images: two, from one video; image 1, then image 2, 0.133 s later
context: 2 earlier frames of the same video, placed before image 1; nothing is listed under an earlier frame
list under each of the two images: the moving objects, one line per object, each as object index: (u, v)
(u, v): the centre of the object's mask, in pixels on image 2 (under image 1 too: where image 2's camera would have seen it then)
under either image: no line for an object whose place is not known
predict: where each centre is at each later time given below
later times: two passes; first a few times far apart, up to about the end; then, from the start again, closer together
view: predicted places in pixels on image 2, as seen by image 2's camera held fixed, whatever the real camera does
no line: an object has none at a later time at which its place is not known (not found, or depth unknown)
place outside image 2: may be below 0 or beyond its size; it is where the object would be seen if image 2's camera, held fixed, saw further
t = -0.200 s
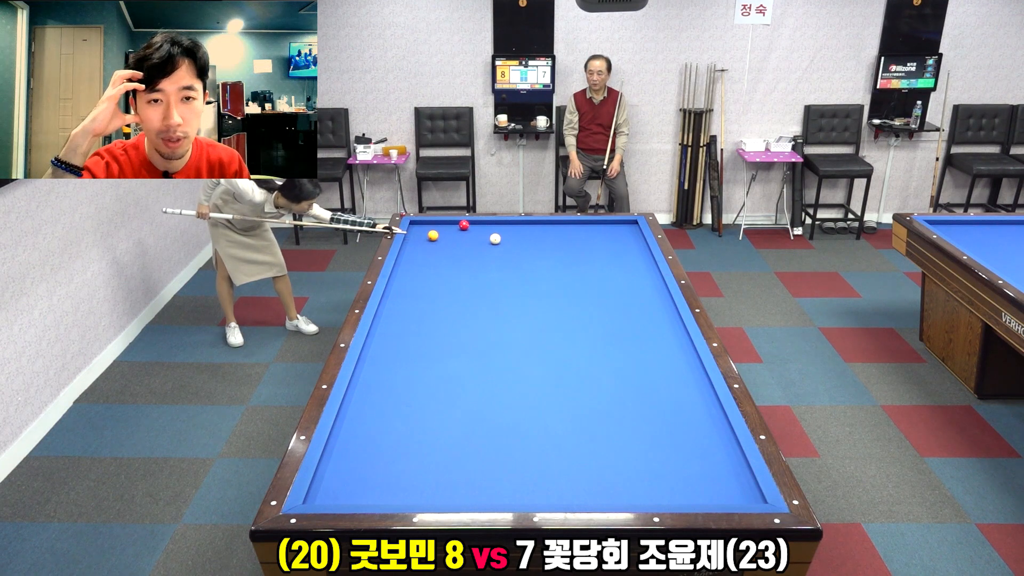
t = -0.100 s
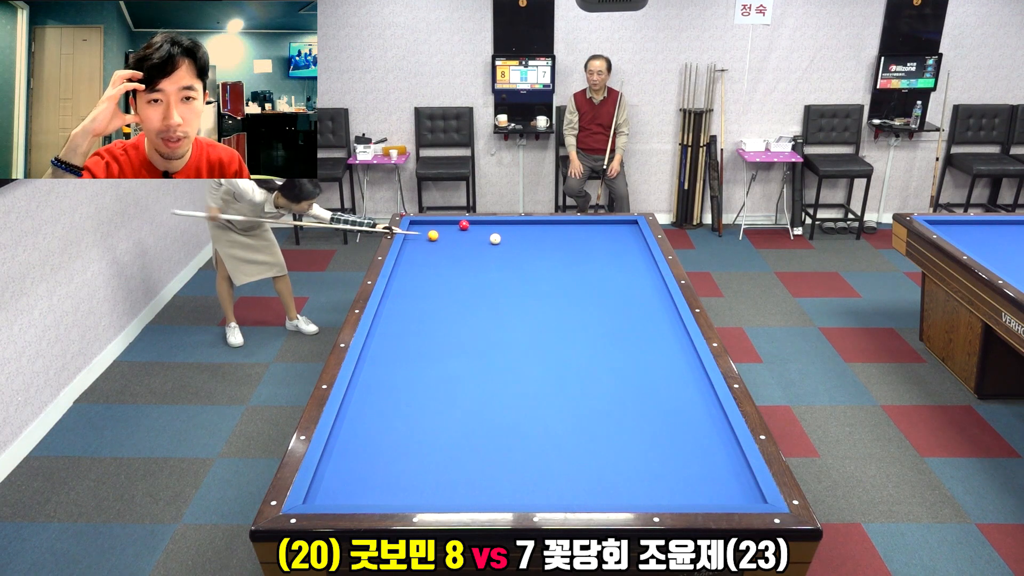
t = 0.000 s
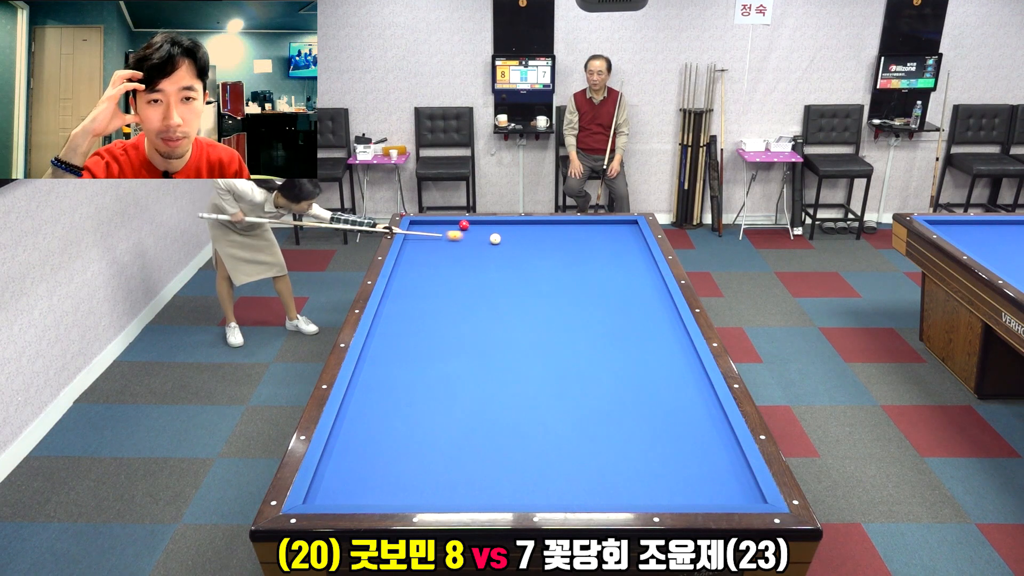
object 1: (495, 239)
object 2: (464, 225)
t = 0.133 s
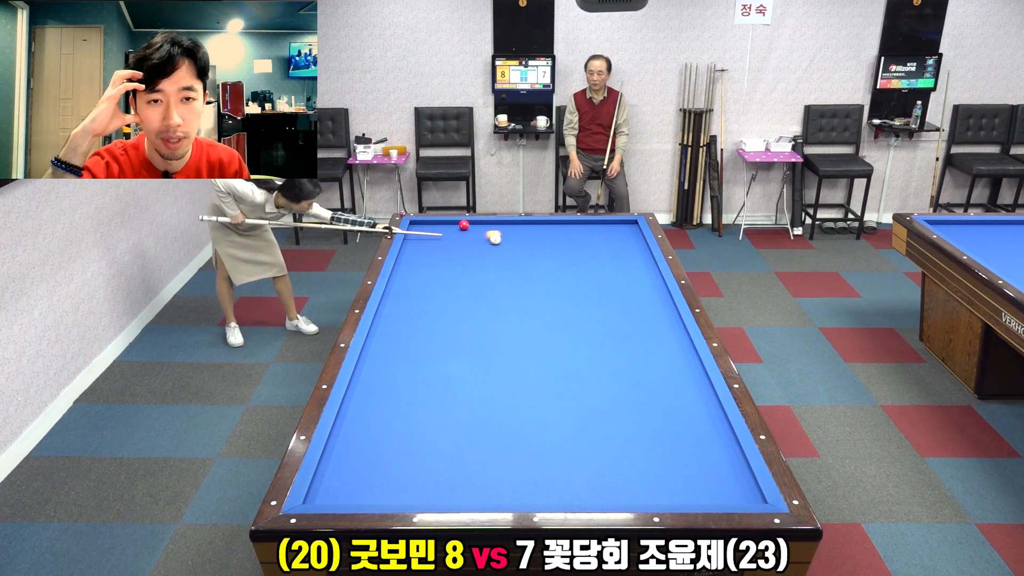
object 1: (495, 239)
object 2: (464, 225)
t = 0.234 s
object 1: (497, 241)
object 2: (464, 225)
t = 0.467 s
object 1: (501, 246)
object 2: (464, 225)
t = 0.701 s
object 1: (505, 251)
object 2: (464, 225)
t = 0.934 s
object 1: (508, 256)
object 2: (464, 225)
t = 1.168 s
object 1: (512, 261)
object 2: (464, 225)
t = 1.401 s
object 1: (516, 266)
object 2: (464, 225)
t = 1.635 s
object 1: (520, 271)
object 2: (464, 225)
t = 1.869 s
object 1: (524, 276)
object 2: (464, 225)
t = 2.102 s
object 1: (528, 280)
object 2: (464, 225)
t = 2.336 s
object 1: (532, 285)
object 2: (464, 225)
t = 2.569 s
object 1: (536, 290)
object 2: (464, 225)
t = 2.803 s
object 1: (539, 295)
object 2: (462, 224)
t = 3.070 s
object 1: (544, 300)
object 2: (457, 222)
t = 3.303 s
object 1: (548, 305)
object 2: (453, 222)
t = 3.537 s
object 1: (551, 309)
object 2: (449, 222)
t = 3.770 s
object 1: (555, 314)
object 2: (447, 222)
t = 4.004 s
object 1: (558, 318)
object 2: (444, 223)
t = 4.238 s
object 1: (562, 322)
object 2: (442, 224)
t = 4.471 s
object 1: (565, 327)
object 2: (439, 224)
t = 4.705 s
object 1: (568, 331)
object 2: (438, 224)
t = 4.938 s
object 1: (571, 335)
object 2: (436, 224)
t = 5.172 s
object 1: (574, 339)
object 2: (435, 225)
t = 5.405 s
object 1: (577, 342)
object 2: (435, 225)
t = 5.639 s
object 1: (580, 346)
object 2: (434, 225)
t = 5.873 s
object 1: (582, 349)
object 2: (434, 225)
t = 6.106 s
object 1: (585, 352)
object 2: (434, 225)
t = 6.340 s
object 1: (588, 355)
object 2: (434, 225)
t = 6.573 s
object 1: (590, 358)
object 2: (434, 225)
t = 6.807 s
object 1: (593, 361)
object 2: (434, 225)
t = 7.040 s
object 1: (595, 364)
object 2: (434, 225)
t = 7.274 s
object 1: (597, 366)
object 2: (434, 225)
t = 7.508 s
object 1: (599, 368)
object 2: (434, 225)
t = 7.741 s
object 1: (601, 370)
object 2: (434, 225)
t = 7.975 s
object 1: (603, 371)
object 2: (434, 225)
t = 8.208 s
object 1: (604, 373)
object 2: (434, 225)
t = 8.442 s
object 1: (605, 374)
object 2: (434, 225)
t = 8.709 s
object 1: (606, 375)
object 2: (434, 225)
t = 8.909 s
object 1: (607, 376)
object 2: (434, 225)
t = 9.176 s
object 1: (608, 376)
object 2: (434, 225)
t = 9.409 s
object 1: (608, 376)
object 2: (434, 225)
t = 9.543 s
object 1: (608, 376)
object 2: (434, 225)
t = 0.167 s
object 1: (496, 240)
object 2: (464, 225)
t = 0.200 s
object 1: (497, 241)
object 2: (464, 225)
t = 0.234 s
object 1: (497, 241)
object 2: (464, 225)
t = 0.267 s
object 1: (498, 242)
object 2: (464, 225)
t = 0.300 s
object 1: (498, 243)
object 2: (464, 225)
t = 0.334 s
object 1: (499, 244)
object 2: (464, 225)
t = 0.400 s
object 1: (500, 245)
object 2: (464, 225)
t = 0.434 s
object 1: (500, 246)
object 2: (464, 225)
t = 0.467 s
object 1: (501, 246)
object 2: (464, 225)
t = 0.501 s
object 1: (501, 247)
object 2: (464, 225)
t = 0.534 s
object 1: (502, 248)
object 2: (464, 225)
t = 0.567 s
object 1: (502, 248)
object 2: (464, 225)
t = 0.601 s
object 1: (503, 249)
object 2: (464, 225)
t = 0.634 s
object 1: (503, 250)
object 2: (464, 225)
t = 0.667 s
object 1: (504, 250)
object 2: (464, 225)
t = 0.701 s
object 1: (505, 251)
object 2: (464, 225)
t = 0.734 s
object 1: (505, 252)
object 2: (464, 225)
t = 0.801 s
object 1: (506, 253)
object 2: (464, 225)
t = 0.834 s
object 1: (507, 254)
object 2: (464, 225)
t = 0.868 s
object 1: (507, 255)
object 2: (464, 225)
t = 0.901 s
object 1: (508, 255)
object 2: (464, 225)
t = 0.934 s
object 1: (508, 256)
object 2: (464, 225)
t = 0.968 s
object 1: (509, 257)
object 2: (464, 225)
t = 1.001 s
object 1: (509, 257)
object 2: (464, 225)
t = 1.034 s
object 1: (510, 258)
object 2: (464, 225)
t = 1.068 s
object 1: (511, 259)
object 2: (464, 225)
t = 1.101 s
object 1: (511, 260)
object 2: (464, 225)
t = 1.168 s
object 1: (512, 261)
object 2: (464, 225)
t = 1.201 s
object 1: (513, 262)
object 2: (464, 225)
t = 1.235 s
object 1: (513, 262)
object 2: (464, 225)
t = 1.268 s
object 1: (514, 263)
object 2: (464, 225)
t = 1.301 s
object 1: (514, 264)
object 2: (464, 225)
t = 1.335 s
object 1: (515, 264)
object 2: (464, 225)
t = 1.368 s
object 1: (515, 265)
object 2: (464, 225)
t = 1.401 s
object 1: (516, 266)
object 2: (464, 225)
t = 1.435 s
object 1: (517, 267)
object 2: (464, 225)
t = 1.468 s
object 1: (517, 267)
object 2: (464, 225)
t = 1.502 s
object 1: (518, 268)
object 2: (464, 225)
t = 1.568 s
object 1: (519, 269)
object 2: (464, 225)
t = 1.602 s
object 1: (519, 270)
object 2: (464, 225)
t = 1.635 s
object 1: (520, 271)
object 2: (464, 225)
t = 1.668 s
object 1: (520, 271)
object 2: (464, 225)
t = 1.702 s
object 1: (521, 272)
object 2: (464, 225)
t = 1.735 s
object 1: (522, 273)
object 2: (464, 225)
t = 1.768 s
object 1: (522, 273)
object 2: (464, 225)
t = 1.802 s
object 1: (523, 274)
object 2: (464, 225)
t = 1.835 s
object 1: (523, 275)
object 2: (464, 225)
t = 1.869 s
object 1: (524, 276)
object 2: (464, 225)
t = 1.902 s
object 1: (524, 276)
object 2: (464, 225)
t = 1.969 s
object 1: (526, 278)
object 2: (464, 225)
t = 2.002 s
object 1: (526, 278)
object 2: (464, 225)
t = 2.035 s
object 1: (527, 279)
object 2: (464, 225)
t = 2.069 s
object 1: (527, 280)
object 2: (464, 225)
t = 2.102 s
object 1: (528, 280)
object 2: (464, 225)
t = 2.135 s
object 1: (528, 281)
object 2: (464, 225)
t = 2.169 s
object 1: (529, 282)
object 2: (464, 225)
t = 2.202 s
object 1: (530, 282)
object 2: (464, 225)
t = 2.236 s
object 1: (530, 283)
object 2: (464, 225)
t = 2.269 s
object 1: (531, 284)
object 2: (464, 225)
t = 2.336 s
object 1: (532, 285)
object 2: (464, 225)
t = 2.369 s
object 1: (532, 286)
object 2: (464, 225)
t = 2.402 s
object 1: (533, 287)
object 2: (464, 225)
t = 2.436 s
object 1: (533, 287)
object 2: (464, 225)
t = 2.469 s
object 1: (534, 288)
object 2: (464, 225)
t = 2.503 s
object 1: (535, 289)
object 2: (464, 225)
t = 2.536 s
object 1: (535, 289)
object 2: (464, 225)
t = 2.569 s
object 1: (536, 290)
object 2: (464, 225)
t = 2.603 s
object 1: (536, 291)
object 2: (464, 225)
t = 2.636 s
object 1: (537, 291)
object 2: (464, 225)
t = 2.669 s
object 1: (537, 292)
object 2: (464, 225)
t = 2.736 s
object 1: (538, 293)
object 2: (464, 225)
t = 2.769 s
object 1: (539, 294)
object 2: (463, 224)
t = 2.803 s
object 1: (539, 295)
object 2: (462, 224)
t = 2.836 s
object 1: (540, 295)
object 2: (461, 224)
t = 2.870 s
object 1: (541, 296)
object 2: (460, 223)
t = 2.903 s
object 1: (541, 297)
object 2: (460, 223)
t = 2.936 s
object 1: (542, 297)
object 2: (459, 223)
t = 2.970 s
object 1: (542, 298)
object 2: (459, 222)
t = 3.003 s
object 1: (543, 299)
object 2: (458, 222)
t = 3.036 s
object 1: (544, 299)
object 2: (458, 222)
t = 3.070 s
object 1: (544, 300)
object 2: (457, 222)
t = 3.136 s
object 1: (545, 301)
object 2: (457, 222)
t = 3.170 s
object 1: (546, 302)
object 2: (456, 222)
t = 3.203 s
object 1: (546, 303)
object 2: (455, 222)
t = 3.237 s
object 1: (547, 303)
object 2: (454, 222)
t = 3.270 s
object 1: (547, 304)
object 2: (454, 222)
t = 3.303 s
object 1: (548, 305)
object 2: (453, 222)
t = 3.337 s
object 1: (548, 305)
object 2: (453, 222)
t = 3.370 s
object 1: (549, 306)
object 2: (452, 222)
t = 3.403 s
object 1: (549, 307)
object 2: (451, 222)
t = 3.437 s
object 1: (550, 307)
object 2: (451, 222)
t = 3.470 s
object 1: (550, 308)
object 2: (450, 222)
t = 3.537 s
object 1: (551, 309)
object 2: (449, 222)
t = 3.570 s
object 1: (552, 310)
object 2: (449, 222)
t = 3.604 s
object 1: (552, 311)
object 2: (449, 222)
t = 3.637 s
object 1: (553, 311)
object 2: (448, 222)
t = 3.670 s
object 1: (553, 312)
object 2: (448, 222)
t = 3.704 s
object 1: (554, 312)
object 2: (447, 222)
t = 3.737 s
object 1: (554, 313)
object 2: (447, 222)
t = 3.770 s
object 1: (555, 314)
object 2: (447, 222)
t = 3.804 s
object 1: (555, 314)
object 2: (446, 222)
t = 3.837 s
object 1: (556, 315)
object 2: (446, 222)
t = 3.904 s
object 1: (557, 316)
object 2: (445, 223)
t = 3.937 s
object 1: (557, 317)
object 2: (445, 223)
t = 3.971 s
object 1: (558, 317)
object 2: (444, 223)
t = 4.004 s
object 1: (558, 318)
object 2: (444, 223)
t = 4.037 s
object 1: (559, 319)
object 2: (444, 223)
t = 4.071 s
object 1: (559, 319)
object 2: (443, 223)
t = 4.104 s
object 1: (560, 320)
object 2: (443, 223)
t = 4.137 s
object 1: (560, 321)
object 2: (442, 223)
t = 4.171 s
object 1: (561, 321)
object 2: (442, 223)
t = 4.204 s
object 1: (561, 322)
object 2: (442, 224)
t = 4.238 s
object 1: (562, 322)
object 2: (442, 224)
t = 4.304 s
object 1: (563, 324)
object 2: (441, 224)
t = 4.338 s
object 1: (563, 324)
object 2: (441, 224)
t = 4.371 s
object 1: (563, 325)
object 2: (440, 224)
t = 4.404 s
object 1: (564, 325)
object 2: (440, 224)
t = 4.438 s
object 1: (564, 326)
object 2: (440, 224)
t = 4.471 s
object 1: (565, 327)
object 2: (439, 224)
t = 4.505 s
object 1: (565, 327)
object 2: (439, 224)
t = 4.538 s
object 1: (566, 328)
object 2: (439, 224)
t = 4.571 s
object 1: (566, 328)
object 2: (439, 224)
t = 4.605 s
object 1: (567, 329)
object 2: (439, 224)
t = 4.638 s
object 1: (567, 330)
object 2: (438, 224)
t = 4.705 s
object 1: (568, 331)
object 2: (438, 224)
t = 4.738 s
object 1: (569, 331)
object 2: (438, 224)
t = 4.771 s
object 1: (569, 332)
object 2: (437, 224)
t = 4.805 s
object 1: (569, 332)
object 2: (437, 224)
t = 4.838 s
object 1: (570, 333)
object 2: (437, 224)
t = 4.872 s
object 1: (570, 334)
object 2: (437, 224)
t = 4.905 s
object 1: (571, 334)
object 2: (437, 224)
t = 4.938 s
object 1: (571, 335)
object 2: (436, 224)
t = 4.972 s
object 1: (572, 335)
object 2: (436, 224)
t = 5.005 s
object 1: (572, 336)
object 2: (436, 225)
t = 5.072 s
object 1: (573, 337)
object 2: (436, 224)
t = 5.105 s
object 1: (573, 338)
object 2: (436, 224)
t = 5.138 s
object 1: (574, 338)
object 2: (436, 225)
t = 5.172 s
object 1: (574, 339)
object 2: (435, 225)
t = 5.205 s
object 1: (574, 339)
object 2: (435, 225)
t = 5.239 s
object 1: (575, 340)
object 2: (435, 225)
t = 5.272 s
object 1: (575, 340)
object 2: (435, 225)
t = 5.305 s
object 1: (576, 341)
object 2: (435, 225)
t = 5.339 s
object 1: (576, 341)
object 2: (435, 225)
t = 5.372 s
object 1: (577, 342)
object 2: (435, 225)
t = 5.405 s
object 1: (577, 342)
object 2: (435, 225)
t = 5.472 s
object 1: (578, 343)
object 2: (435, 225)
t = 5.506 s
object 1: (578, 344)
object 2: (435, 225)
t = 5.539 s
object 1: (579, 344)
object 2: (434, 225)
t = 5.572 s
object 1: (579, 345)
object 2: (434, 225)
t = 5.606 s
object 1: (579, 345)
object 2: (434, 225)
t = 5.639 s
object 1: (580, 346)
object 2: (434, 225)
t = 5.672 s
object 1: (580, 346)
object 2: (434, 225)
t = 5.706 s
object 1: (580, 347)
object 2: (434, 225)
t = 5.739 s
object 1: (581, 347)
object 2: (434, 225)
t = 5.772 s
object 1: (581, 348)
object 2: (434, 225)
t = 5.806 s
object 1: (582, 348)
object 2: (434, 225)
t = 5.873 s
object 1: (582, 349)
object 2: (434, 225)
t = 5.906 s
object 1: (583, 350)
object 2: (434, 225)
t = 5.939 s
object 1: (583, 350)
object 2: (434, 225)
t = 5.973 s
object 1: (584, 350)
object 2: (434, 225)
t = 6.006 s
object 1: (584, 351)
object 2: (434, 225)
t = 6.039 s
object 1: (584, 351)
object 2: (434, 225)
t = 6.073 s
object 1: (585, 352)
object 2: (434, 225)
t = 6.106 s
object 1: (585, 352)
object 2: (434, 225)
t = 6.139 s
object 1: (586, 353)
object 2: (434, 225)
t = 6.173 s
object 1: (586, 353)
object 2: (434, 225)
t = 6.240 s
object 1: (587, 354)
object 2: (434, 225)
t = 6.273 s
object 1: (587, 355)
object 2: (434, 225)
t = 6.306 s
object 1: (587, 355)
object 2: (434, 225)
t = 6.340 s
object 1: (588, 355)
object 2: (434, 225)
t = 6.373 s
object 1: (588, 356)
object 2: (434, 225)
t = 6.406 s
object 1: (588, 356)
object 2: (434, 225)
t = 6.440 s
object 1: (589, 357)
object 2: (434, 225)
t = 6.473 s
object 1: (589, 357)
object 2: (434, 225)
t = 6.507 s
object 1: (589, 358)
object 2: (434, 225)
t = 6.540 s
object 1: (590, 358)
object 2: (434, 225)
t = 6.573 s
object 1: (590, 358)
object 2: (434, 225)
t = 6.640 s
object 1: (591, 359)
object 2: (434, 225)
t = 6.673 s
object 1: (591, 360)
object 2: (434, 225)
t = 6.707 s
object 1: (592, 360)
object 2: (434, 225)
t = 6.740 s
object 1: (592, 360)
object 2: (434, 225)
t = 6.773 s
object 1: (592, 361)
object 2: (434, 225)
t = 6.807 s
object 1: (593, 361)
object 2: (434, 225)
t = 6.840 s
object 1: (593, 362)
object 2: (434, 225)
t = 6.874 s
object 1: (593, 362)
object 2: (434, 225)
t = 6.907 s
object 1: (594, 362)
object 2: (434, 225)
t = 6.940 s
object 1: (594, 363)
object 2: (434, 225)
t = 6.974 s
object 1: (594, 363)
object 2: (434, 225)
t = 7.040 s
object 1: (595, 364)
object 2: (434, 225)
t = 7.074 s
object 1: (596, 364)
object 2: (434, 225)
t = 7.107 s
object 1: (596, 364)
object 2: (434, 225)
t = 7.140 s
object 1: (596, 365)
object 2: (434, 225)
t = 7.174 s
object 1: (596, 365)
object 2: (434, 225)
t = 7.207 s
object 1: (597, 365)
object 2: (434, 225)
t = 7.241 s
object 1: (597, 366)
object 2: (434, 225)
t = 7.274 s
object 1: (597, 366)
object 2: (434, 225)
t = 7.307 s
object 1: (598, 366)
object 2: (434, 225)
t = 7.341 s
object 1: (598, 367)
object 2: (434, 225)
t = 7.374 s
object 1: (598, 367)
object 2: (434, 225)
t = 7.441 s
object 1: (599, 367)
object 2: (434, 225)
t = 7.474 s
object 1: (599, 368)
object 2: (434, 225)
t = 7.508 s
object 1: (599, 368)
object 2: (434, 225)
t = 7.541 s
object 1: (600, 368)
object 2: (434, 225)
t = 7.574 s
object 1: (600, 368)
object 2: (434, 225)
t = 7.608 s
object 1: (600, 369)
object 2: (434, 225)
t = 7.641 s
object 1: (600, 369)
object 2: (434, 225)
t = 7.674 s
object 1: (601, 369)
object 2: (434, 225)
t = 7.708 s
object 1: (601, 369)
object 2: (434, 225)
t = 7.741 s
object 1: (601, 370)
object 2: (434, 225)
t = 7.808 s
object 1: (602, 370)
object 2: (434, 225)
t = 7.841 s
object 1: (602, 370)
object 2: (434, 225)
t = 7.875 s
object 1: (602, 371)
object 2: (434, 225)
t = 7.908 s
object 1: (602, 371)
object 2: (434, 225)
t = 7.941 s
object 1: (603, 371)
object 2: (434, 225)
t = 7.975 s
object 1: (603, 371)
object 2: (434, 225)
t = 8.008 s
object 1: (603, 371)
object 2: (434, 225)
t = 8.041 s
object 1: (603, 372)
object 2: (434, 225)
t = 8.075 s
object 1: (603, 372)
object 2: (434, 225)
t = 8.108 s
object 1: (604, 372)
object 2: (434, 225)
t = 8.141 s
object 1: (604, 372)
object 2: (434, 225)
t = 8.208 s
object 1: (604, 373)
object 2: (434, 225)
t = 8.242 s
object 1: (604, 373)
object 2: (434, 225)
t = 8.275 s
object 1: (605, 373)
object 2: (434, 225)
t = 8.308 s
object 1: (605, 373)
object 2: (434, 225)
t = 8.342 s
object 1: (605, 373)
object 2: (434, 225)
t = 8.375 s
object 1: (605, 374)
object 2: (434, 225)
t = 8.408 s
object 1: (605, 374)
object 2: (434, 225)
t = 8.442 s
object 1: (605, 374)
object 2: (434, 225)
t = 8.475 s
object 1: (605, 374)
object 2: (434, 225)
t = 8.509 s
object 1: (606, 374)
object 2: (434, 225)
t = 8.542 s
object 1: (606, 374)
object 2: (434, 225)
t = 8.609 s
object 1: (606, 375)
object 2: (434, 225)
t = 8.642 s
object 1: (606, 375)
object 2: (434, 225)
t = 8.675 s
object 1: (606, 375)
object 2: (434, 225)
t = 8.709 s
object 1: (606, 375)
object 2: (434, 225)
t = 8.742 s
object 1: (606, 375)
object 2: (434, 225)
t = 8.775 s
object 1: (607, 375)
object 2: (434, 225)
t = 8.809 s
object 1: (607, 375)
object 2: (434, 225)
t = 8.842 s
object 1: (607, 375)
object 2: (434, 225)
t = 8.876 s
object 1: (607, 375)
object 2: (434, 225)
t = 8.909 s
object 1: (607, 376)
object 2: (434, 225)
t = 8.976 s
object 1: (607, 376)
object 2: (434, 225)
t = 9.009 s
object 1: (607, 376)
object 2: (434, 225)
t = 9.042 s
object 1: (607, 376)
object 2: (434, 225)
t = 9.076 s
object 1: (607, 376)
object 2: (434, 225)
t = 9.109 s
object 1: (608, 376)
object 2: (434, 225)
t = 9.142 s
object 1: (608, 376)
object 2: (434, 225)
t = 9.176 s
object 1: (608, 376)
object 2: (434, 225)
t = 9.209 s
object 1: (608, 376)
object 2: (434, 225)
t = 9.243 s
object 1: (608, 376)
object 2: (434, 225)
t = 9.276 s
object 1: (608, 376)
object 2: (434, 225)
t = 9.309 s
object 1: (608, 376)
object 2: (434, 225)
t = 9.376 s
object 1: (608, 376)
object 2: (434, 225)
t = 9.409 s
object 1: (608, 376)
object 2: (434, 225)
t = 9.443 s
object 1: (608, 376)
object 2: (434, 225)
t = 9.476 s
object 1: (608, 376)
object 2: (434, 225)
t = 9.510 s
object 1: (608, 376)
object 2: (434, 225)
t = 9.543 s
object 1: (608, 376)
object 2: (434, 225)
